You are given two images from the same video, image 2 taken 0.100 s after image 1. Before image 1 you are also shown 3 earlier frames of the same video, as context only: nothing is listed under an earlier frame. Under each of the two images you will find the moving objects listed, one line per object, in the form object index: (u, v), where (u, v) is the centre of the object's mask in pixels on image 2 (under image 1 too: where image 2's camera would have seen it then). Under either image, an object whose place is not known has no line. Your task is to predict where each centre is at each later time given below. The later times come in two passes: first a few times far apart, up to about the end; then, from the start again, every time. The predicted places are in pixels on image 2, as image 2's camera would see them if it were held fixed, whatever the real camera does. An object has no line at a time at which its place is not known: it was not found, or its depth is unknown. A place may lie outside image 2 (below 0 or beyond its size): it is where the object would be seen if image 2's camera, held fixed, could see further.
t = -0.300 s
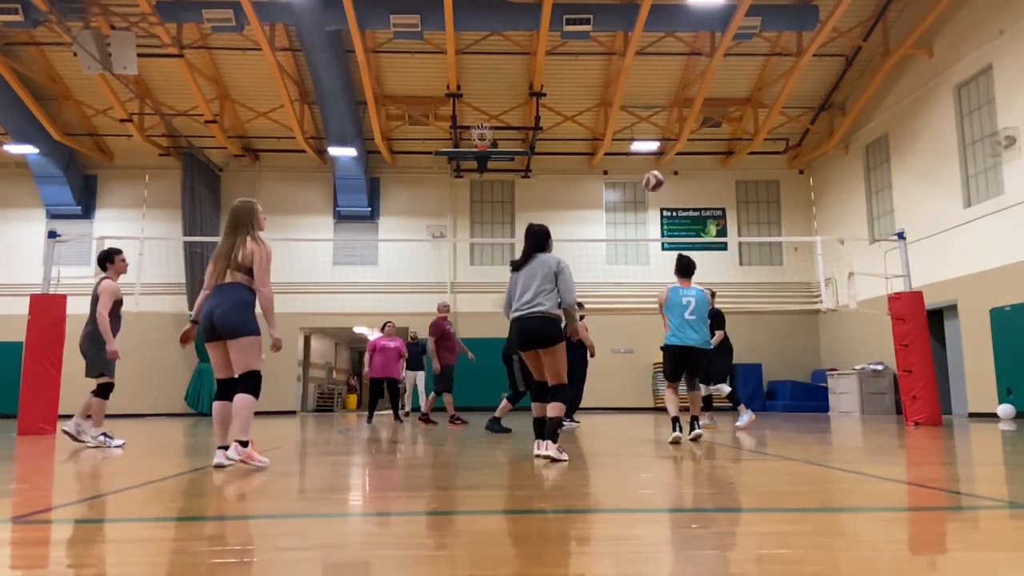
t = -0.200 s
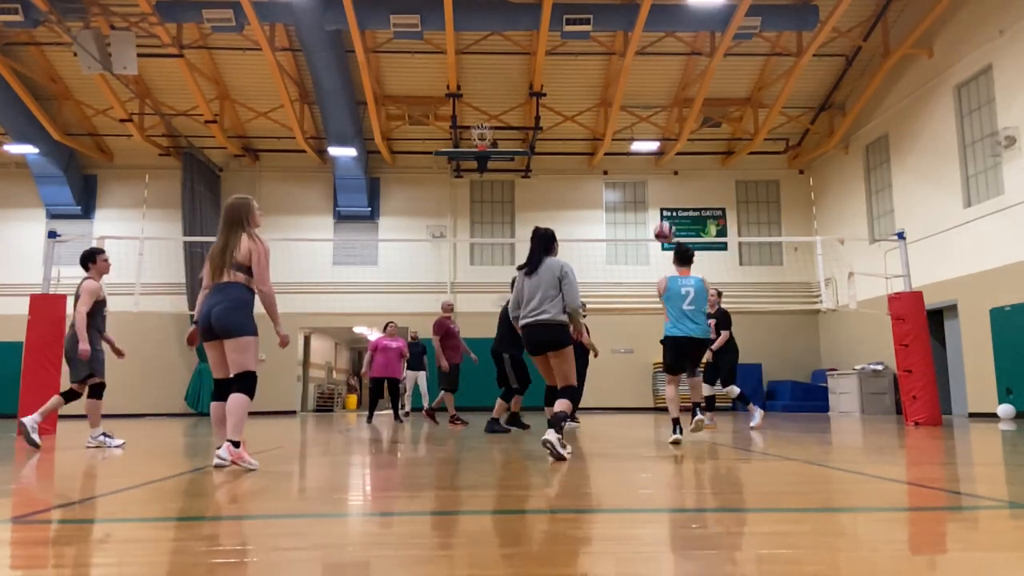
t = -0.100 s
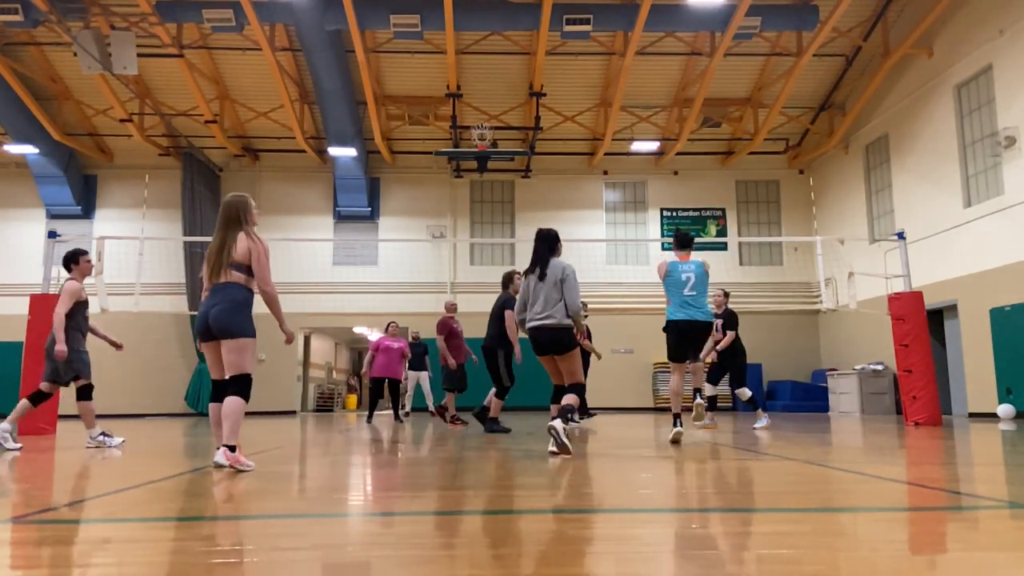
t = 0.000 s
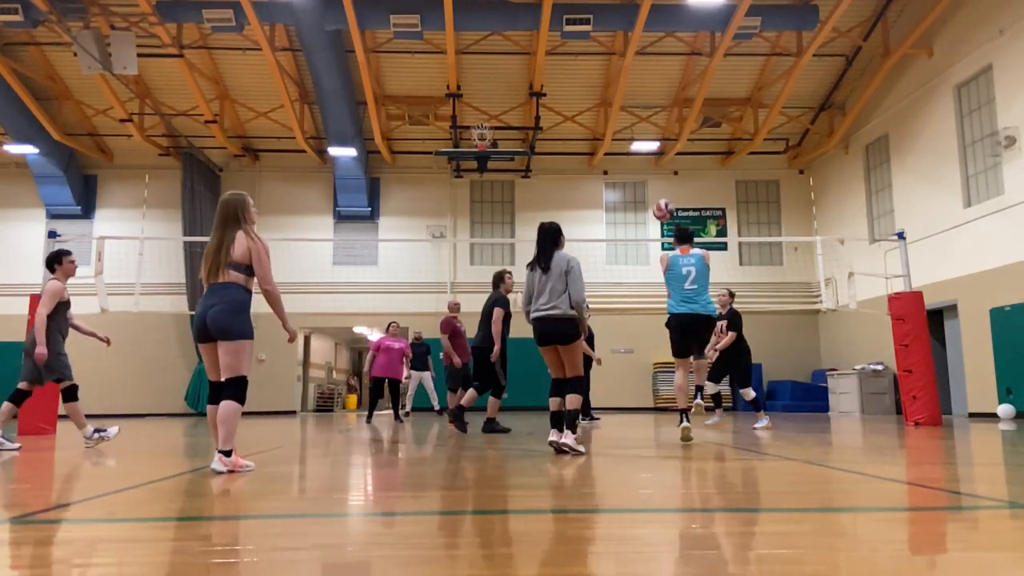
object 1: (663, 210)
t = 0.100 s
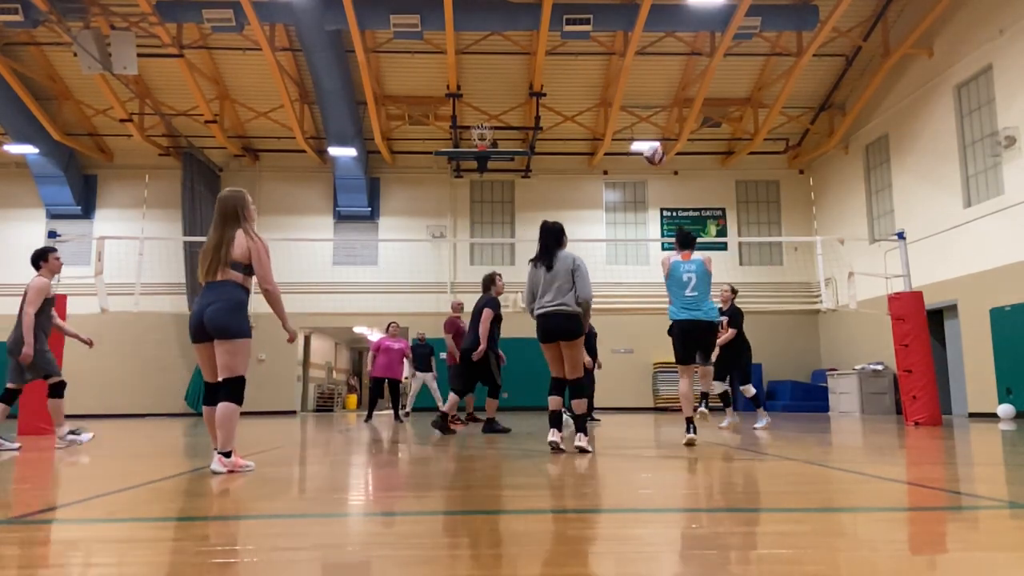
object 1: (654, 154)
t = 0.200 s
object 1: (645, 111)
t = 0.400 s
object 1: (631, 58)
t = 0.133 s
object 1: (652, 138)
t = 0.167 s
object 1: (649, 123)
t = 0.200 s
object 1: (645, 111)
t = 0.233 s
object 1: (643, 99)
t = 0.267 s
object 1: (640, 88)
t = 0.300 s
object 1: (638, 79)
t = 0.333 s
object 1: (636, 71)
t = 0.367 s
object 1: (633, 63)
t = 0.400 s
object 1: (631, 58)
